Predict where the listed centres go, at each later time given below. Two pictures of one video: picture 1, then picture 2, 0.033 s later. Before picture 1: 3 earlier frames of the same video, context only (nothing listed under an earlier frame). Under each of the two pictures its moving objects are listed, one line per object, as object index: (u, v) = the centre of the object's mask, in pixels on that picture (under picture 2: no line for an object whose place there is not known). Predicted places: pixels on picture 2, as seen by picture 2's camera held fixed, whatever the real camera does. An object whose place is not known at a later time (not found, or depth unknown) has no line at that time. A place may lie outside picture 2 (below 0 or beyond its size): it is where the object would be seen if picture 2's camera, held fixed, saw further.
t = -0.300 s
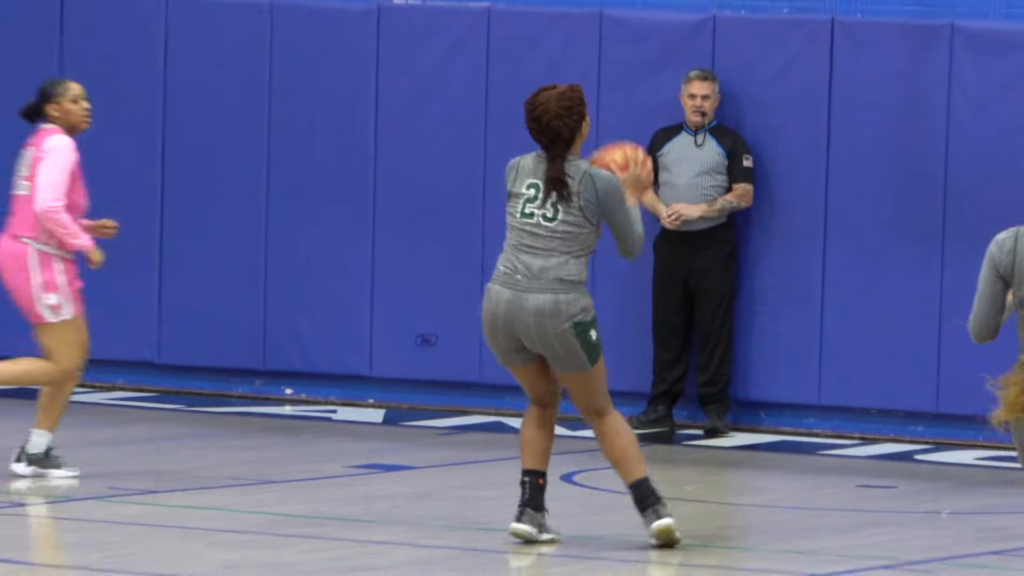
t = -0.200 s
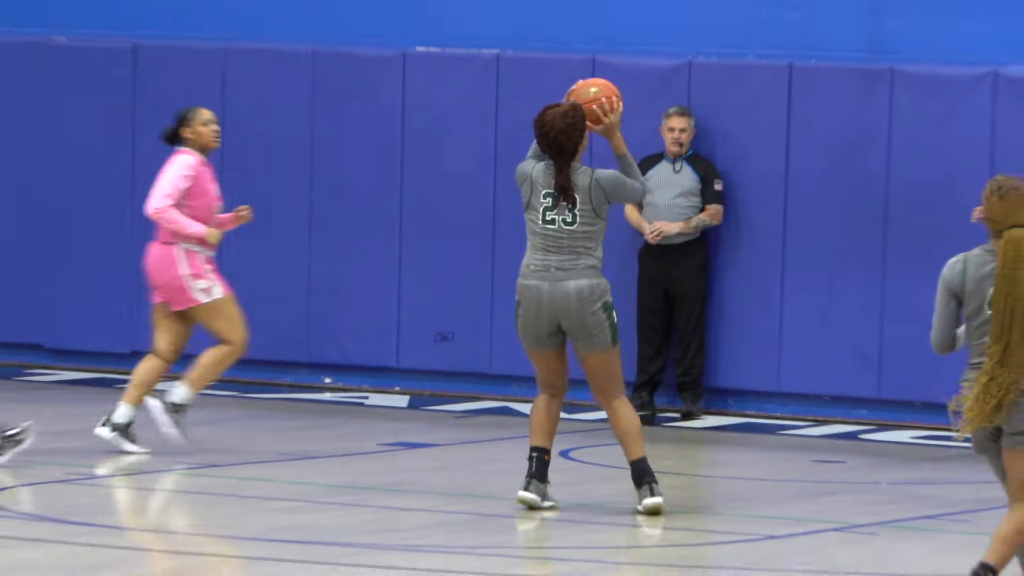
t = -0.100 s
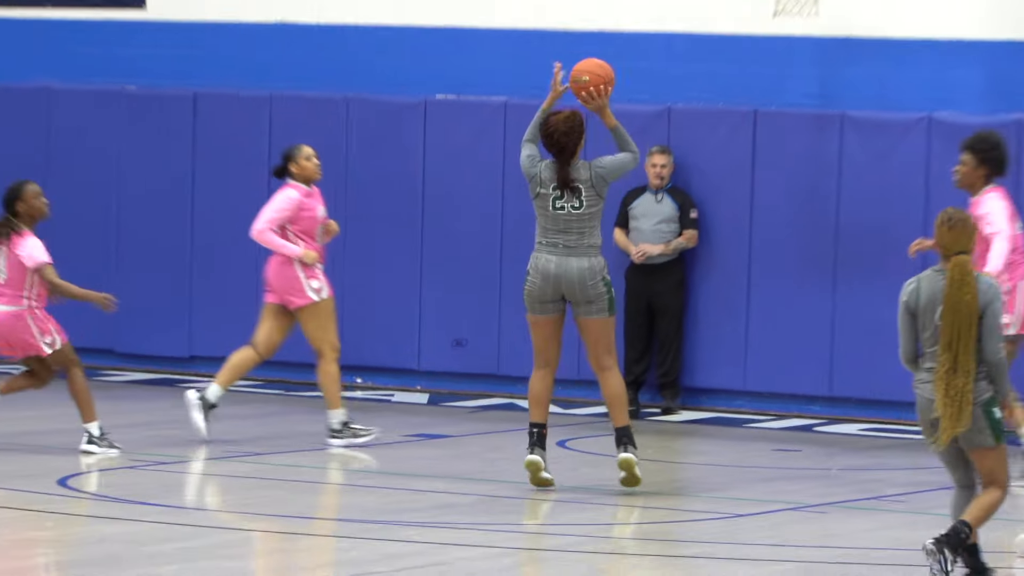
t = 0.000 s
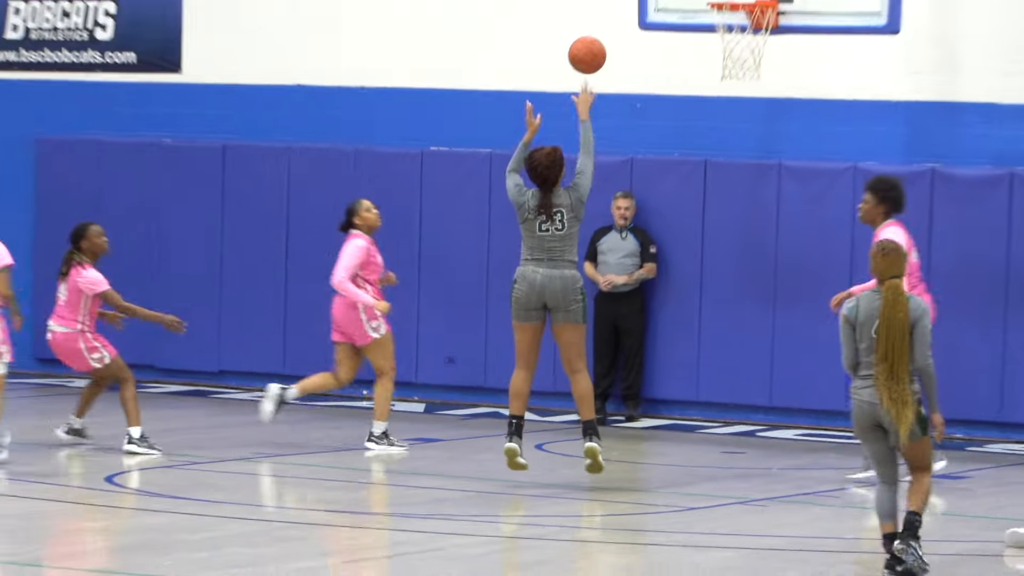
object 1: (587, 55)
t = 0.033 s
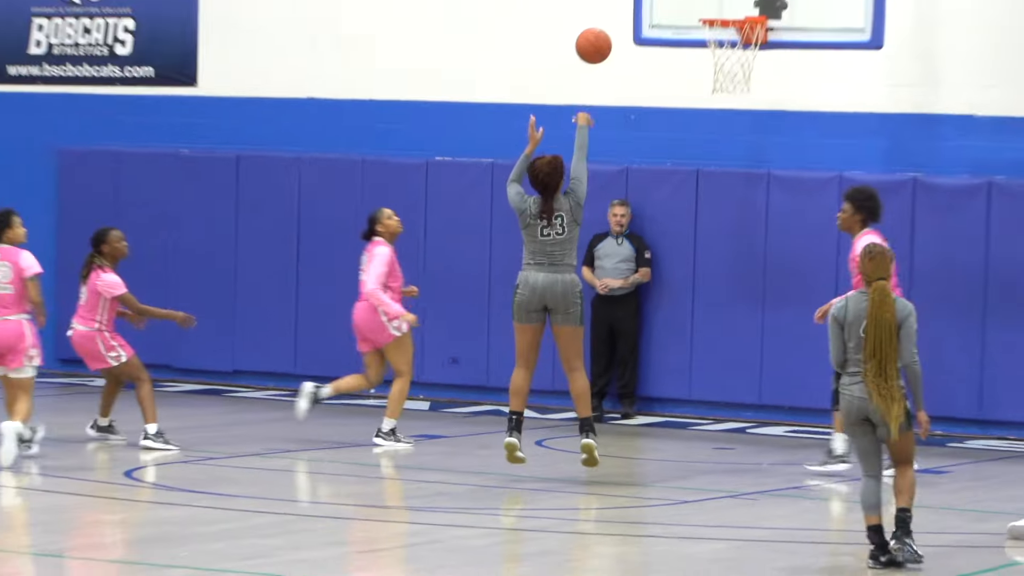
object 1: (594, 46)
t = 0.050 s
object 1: (598, 34)
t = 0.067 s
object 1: (602, 23)
